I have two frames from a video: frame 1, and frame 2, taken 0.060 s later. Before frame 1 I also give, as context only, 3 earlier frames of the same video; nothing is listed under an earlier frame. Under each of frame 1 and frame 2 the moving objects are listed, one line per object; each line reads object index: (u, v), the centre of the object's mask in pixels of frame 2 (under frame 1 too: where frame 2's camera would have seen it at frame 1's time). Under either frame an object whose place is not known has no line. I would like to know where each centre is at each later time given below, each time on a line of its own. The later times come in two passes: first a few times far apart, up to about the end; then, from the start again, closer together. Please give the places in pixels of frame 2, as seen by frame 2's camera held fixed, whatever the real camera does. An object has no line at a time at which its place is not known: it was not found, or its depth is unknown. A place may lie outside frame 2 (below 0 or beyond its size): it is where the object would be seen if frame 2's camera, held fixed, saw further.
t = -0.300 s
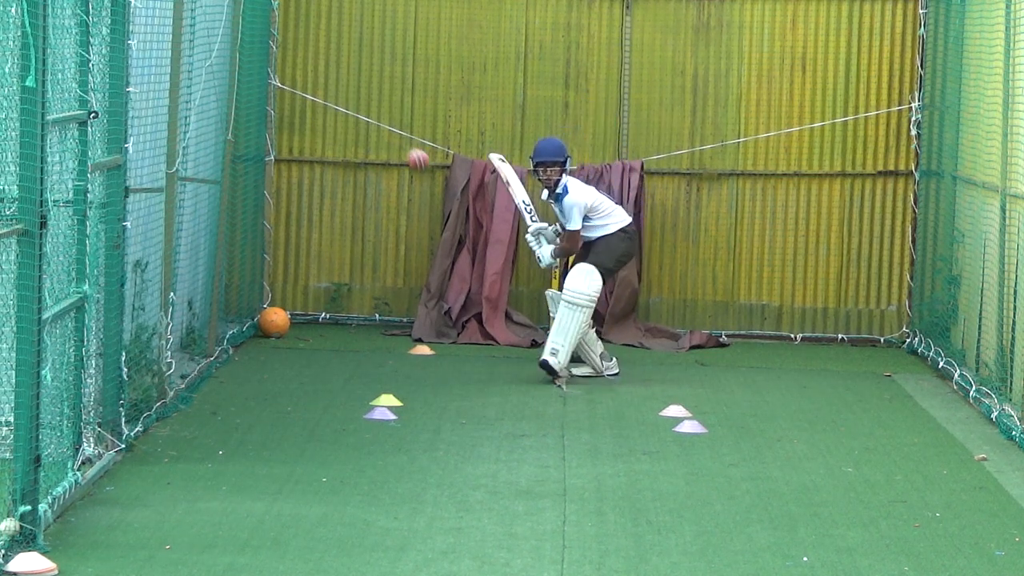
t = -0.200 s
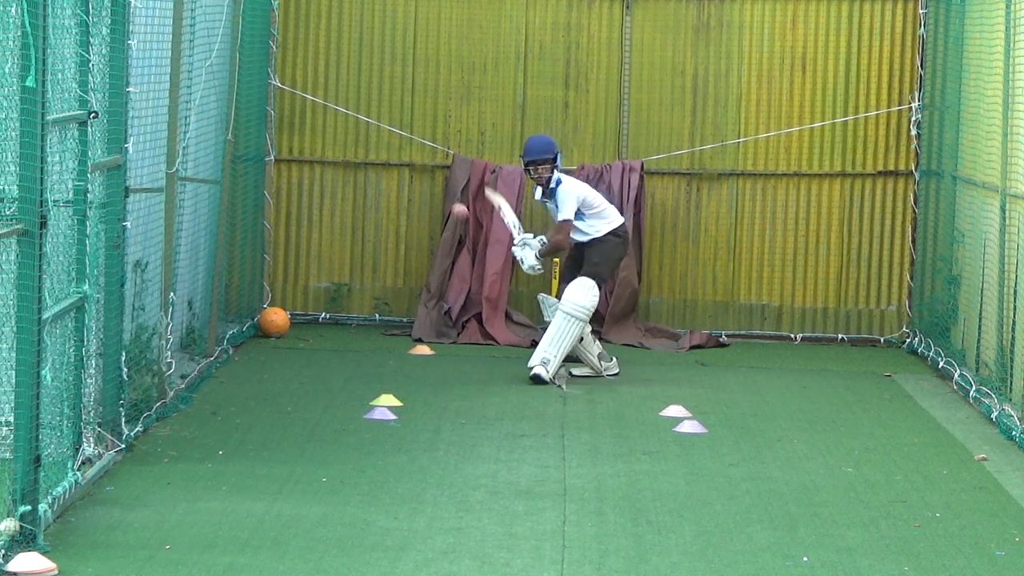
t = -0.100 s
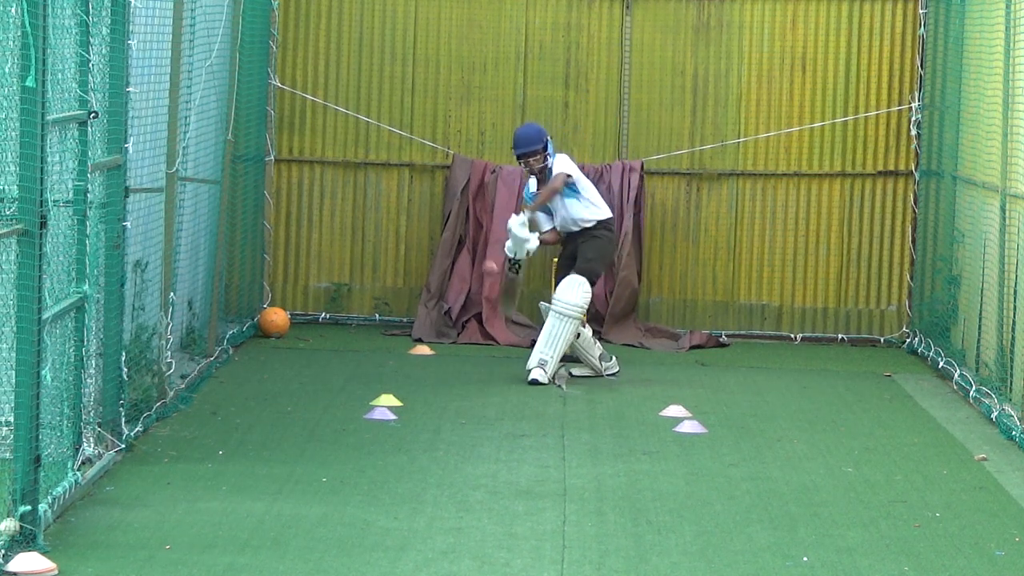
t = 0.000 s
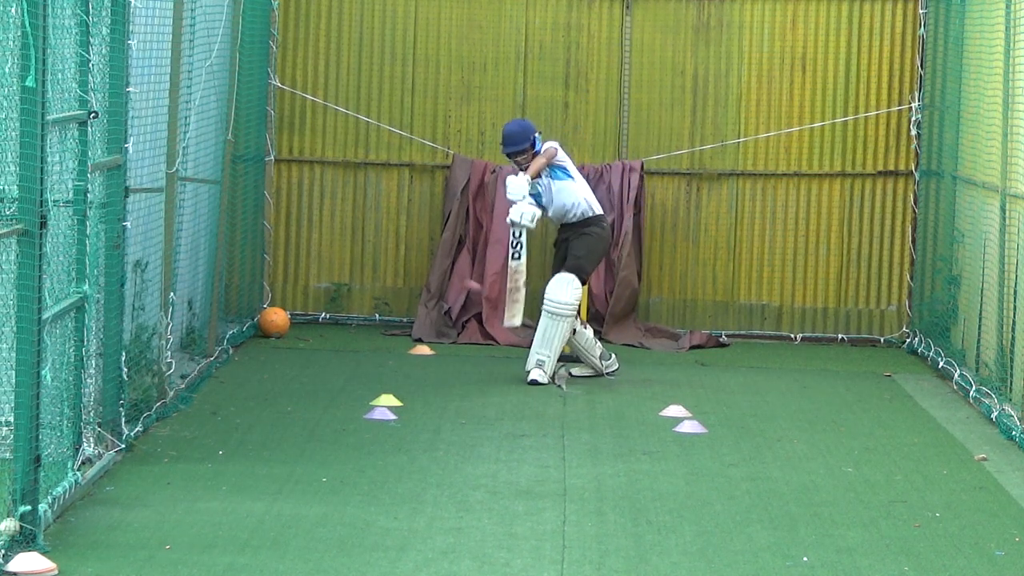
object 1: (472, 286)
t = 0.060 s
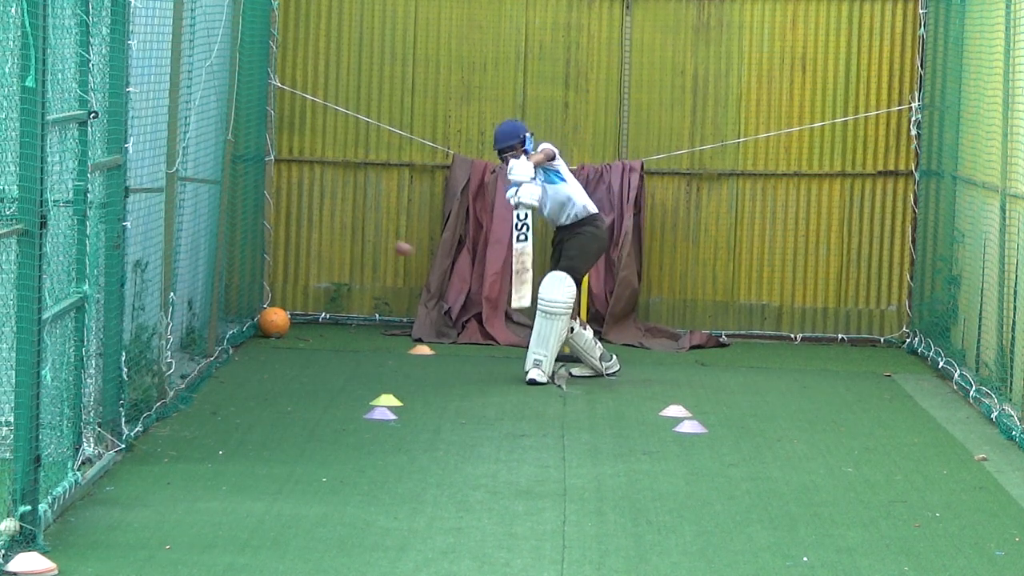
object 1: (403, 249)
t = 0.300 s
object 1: (95, 135)
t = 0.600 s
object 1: (211, 210)
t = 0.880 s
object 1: (293, 391)
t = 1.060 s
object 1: (324, 315)
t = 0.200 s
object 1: (205, 169)
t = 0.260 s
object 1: (102, 142)
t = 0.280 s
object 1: (91, 136)
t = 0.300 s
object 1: (95, 135)
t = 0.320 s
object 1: (101, 134)
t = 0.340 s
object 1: (110, 134)
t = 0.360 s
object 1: (119, 135)
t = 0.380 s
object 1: (127, 137)
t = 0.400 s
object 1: (135, 140)
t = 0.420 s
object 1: (144, 143)
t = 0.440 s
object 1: (152, 148)
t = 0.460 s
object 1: (160, 153)
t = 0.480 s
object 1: (168, 159)
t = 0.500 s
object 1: (175, 165)
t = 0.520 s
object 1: (183, 173)
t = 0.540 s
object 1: (190, 181)
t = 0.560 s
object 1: (197, 190)
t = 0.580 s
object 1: (204, 200)
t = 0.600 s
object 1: (211, 210)
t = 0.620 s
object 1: (219, 222)
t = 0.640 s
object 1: (225, 232)
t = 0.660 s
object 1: (231, 246)
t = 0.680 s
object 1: (238, 258)
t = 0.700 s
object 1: (244, 273)
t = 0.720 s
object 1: (250, 286)
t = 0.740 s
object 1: (256, 301)
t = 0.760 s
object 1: (259, 314)
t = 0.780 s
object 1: (267, 333)
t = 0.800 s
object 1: (273, 349)
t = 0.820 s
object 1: (278, 367)
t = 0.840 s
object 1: (284, 384)
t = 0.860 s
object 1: (289, 402)
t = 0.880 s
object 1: (293, 391)
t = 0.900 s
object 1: (296, 380)
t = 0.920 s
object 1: (300, 369)
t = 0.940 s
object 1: (303, 359)
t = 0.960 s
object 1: (307, 350)
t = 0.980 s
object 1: (310, 342)
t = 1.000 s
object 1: (314, 334)
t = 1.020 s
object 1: (317, 327)
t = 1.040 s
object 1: (321, 320)
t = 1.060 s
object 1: (324, 315)
